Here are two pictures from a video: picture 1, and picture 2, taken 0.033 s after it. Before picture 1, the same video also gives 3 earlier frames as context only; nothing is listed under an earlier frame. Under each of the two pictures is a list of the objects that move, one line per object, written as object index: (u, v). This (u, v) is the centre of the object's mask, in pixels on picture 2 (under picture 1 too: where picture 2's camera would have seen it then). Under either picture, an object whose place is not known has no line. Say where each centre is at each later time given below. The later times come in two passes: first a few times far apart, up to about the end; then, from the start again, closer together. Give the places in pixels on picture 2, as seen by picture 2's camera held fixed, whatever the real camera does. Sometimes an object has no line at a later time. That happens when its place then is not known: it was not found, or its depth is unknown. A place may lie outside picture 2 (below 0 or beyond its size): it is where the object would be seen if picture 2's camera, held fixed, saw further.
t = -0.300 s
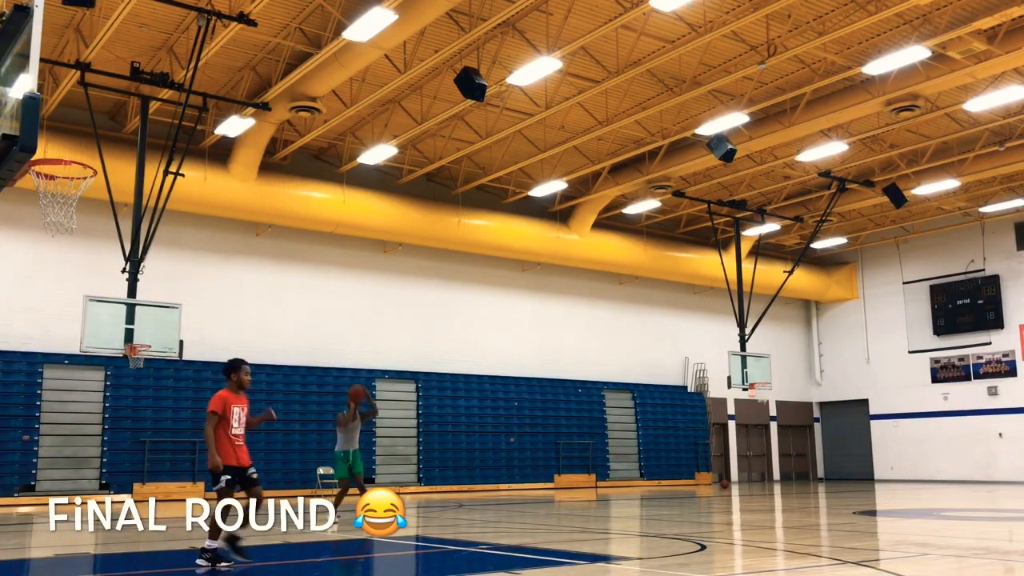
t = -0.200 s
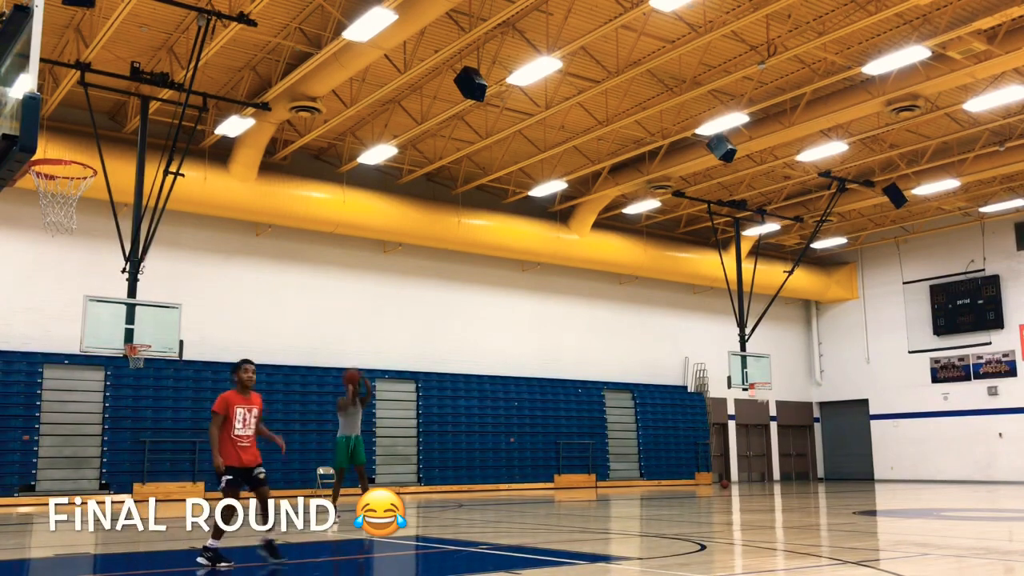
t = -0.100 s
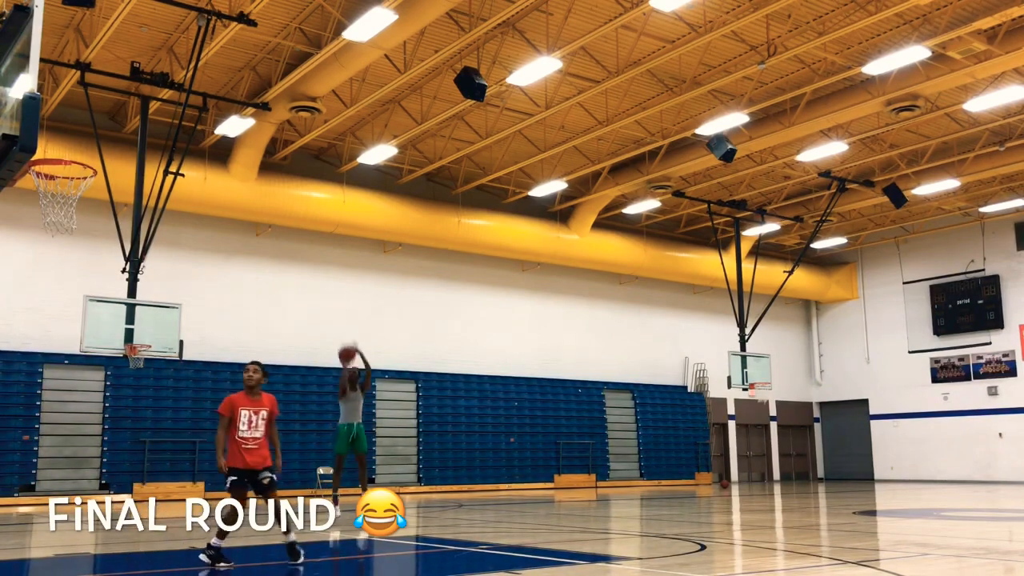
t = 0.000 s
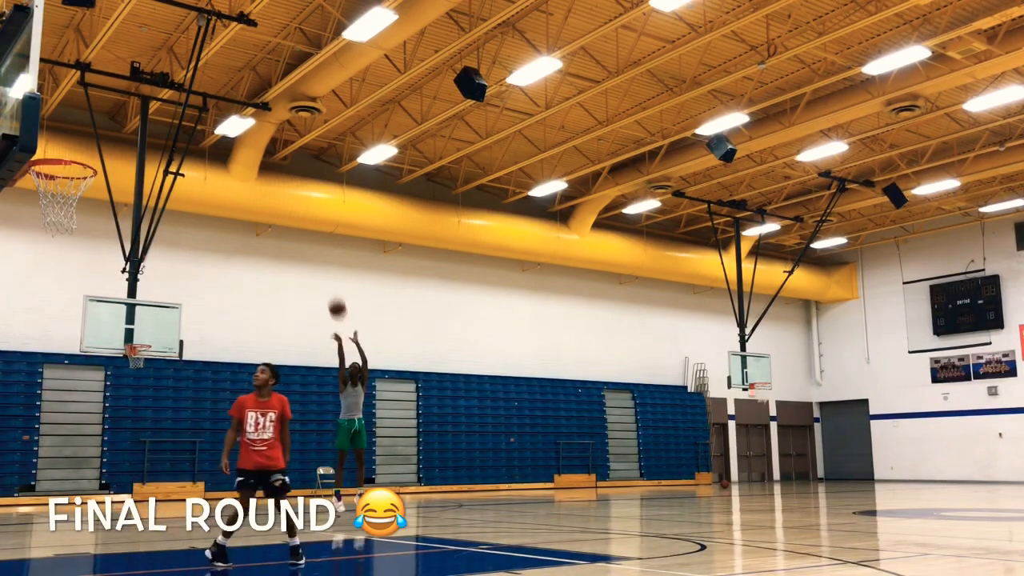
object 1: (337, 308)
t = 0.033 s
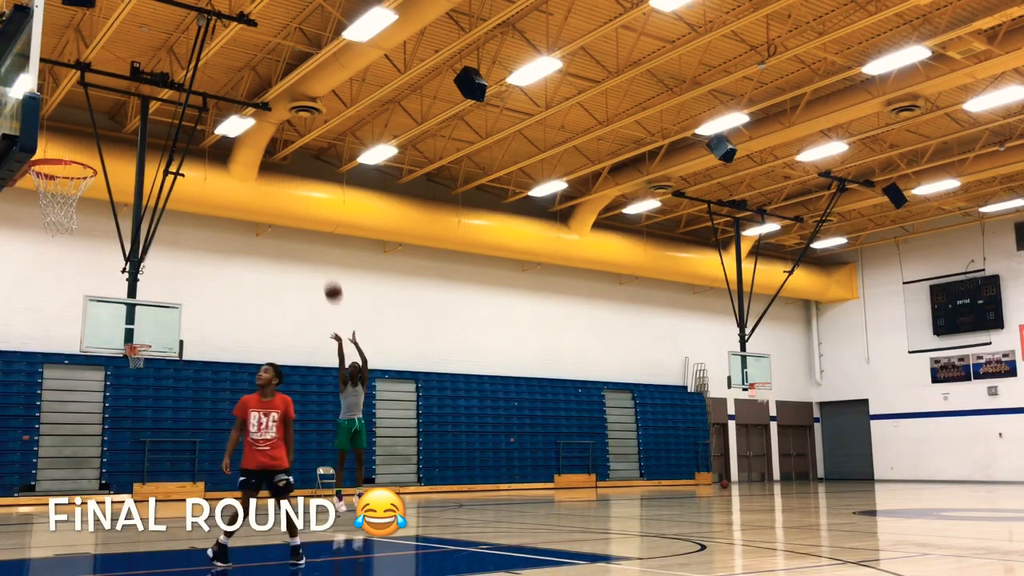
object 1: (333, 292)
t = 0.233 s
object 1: (307, 205)
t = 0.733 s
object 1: (216, 79)
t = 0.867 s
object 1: (182, 77)
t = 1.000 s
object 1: (143, 92)
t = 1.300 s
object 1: (60, 185)
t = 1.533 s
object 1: (95, 201)
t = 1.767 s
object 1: (96, 247)
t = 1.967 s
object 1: (95, 351)
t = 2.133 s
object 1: (92, 485)
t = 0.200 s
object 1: (311, 218)
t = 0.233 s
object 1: (307, 205)
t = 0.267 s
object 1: (301, 191)
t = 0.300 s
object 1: (297, 178)
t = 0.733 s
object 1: (216, 79)
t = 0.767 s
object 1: (208, 77)
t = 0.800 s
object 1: (200, 76)
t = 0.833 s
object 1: (192, 75)
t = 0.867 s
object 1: (182, 77)
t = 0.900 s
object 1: (173, 78)
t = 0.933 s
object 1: (164, 82)
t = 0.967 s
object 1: (154, 85)
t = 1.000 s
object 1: (143, 92)
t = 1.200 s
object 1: (67, 160)
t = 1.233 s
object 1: (54, 174)
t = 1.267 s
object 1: (50, 179)
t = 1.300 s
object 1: (60, 185)
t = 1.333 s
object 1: (71, 193)
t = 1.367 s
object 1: (81, 197)
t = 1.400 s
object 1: (86, 197)
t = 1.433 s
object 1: (90, 196)
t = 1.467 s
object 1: (93, 195)
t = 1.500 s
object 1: (94, 201)
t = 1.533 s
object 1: (95, 201)
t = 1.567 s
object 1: (95, 201)
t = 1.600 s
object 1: (96, 205)
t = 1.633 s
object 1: (96, 210)
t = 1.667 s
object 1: (96, 217)
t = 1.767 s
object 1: (96, 247)
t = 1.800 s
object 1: (96, 260)
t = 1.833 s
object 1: (96, 275)
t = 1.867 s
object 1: (96, 292)
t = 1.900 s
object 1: (96, 310)
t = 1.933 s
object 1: (95, 329)
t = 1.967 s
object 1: (95, 351)
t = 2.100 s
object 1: (94, 457)
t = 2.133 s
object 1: (92, 485)
